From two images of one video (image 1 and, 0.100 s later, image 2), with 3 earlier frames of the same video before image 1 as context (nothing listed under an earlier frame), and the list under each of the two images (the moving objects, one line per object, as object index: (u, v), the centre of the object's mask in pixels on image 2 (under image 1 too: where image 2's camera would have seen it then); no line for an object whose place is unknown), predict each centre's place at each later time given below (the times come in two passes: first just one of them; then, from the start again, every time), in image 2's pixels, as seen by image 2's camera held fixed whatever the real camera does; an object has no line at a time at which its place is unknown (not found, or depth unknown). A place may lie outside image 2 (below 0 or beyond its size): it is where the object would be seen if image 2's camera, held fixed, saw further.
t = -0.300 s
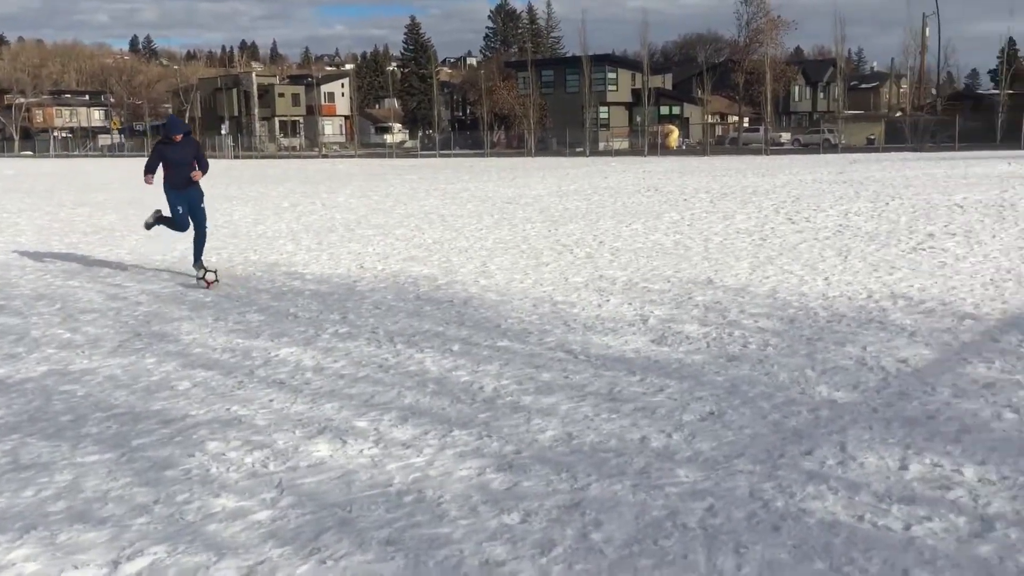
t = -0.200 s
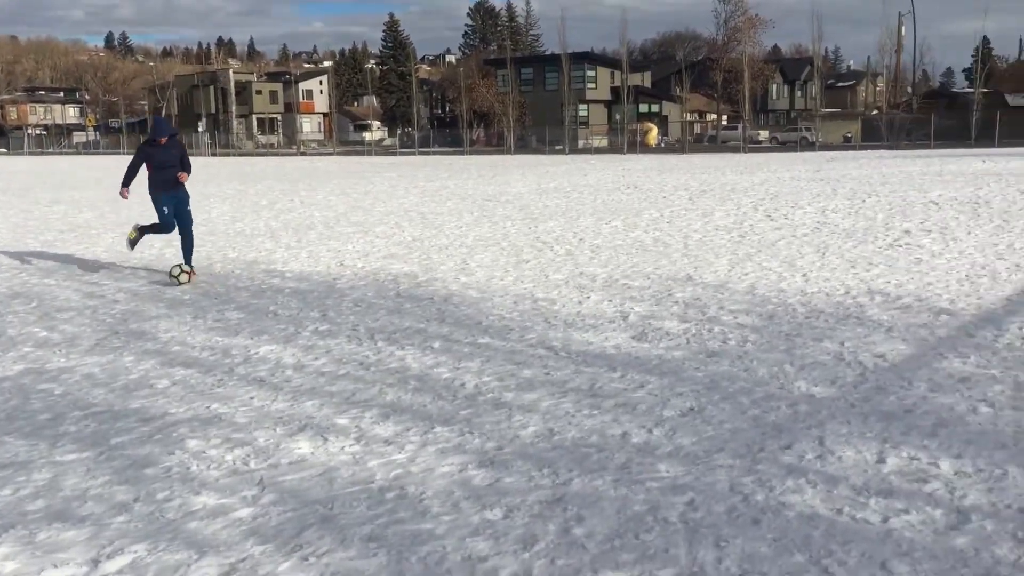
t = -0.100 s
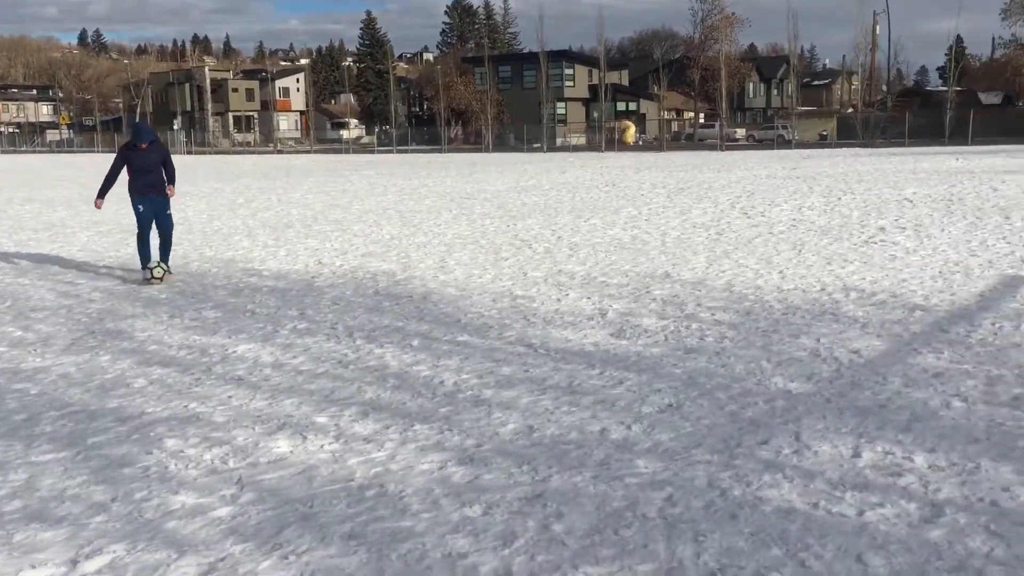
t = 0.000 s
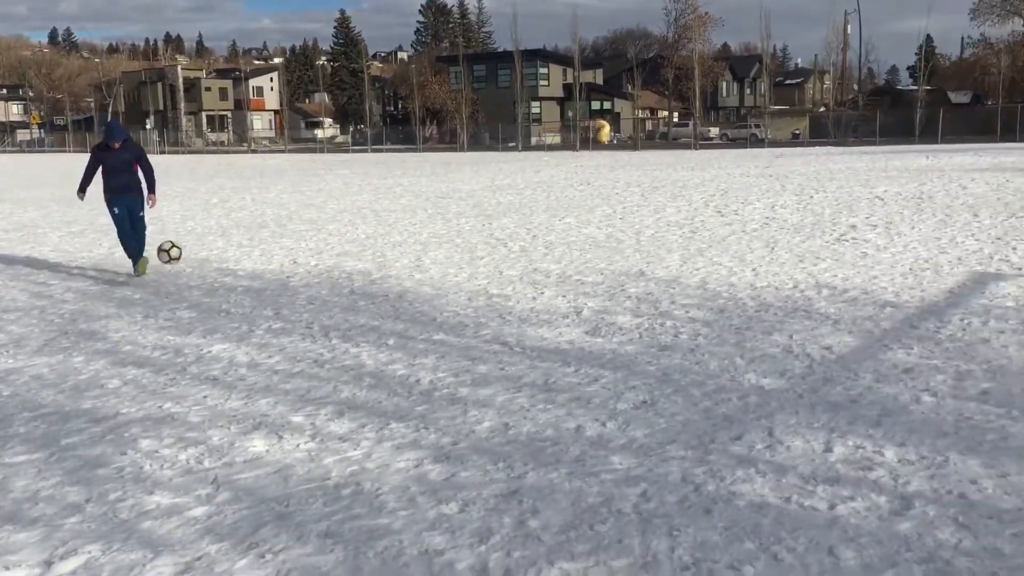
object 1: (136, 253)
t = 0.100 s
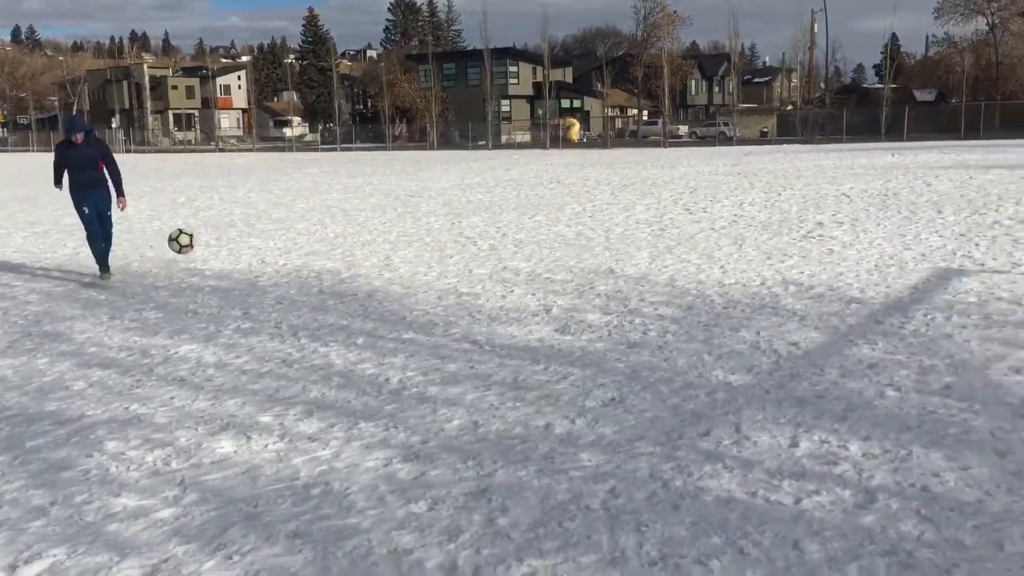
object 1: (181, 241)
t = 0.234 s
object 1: (250, 242)
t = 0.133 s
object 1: (197, 240)
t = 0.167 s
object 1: (214, 239)
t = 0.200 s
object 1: (232, 240)
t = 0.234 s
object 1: (250, 242)
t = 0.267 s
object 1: (269, 245)
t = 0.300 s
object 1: (288, 250)
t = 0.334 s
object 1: (308, 256)
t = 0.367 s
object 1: (330, 263)
